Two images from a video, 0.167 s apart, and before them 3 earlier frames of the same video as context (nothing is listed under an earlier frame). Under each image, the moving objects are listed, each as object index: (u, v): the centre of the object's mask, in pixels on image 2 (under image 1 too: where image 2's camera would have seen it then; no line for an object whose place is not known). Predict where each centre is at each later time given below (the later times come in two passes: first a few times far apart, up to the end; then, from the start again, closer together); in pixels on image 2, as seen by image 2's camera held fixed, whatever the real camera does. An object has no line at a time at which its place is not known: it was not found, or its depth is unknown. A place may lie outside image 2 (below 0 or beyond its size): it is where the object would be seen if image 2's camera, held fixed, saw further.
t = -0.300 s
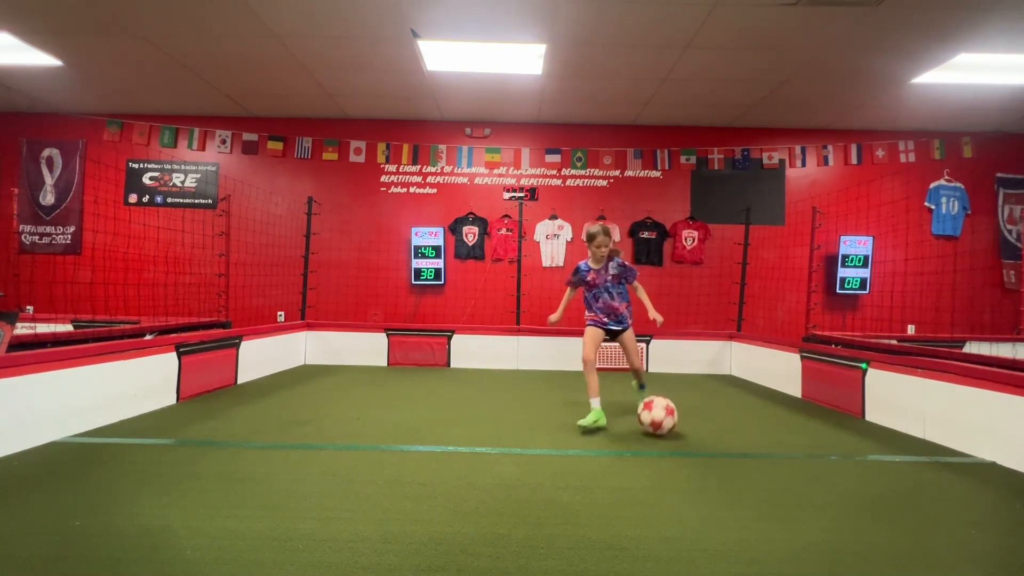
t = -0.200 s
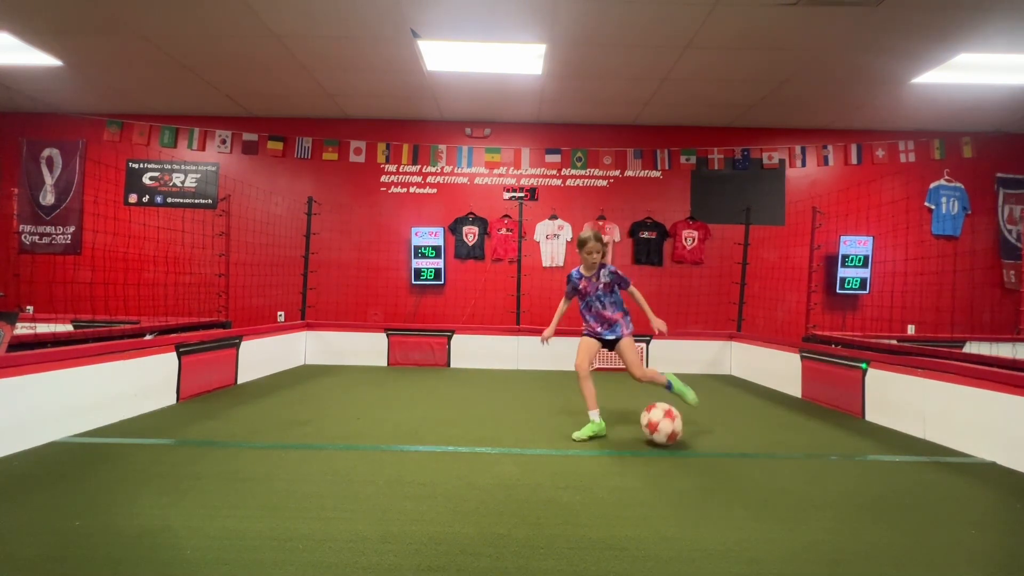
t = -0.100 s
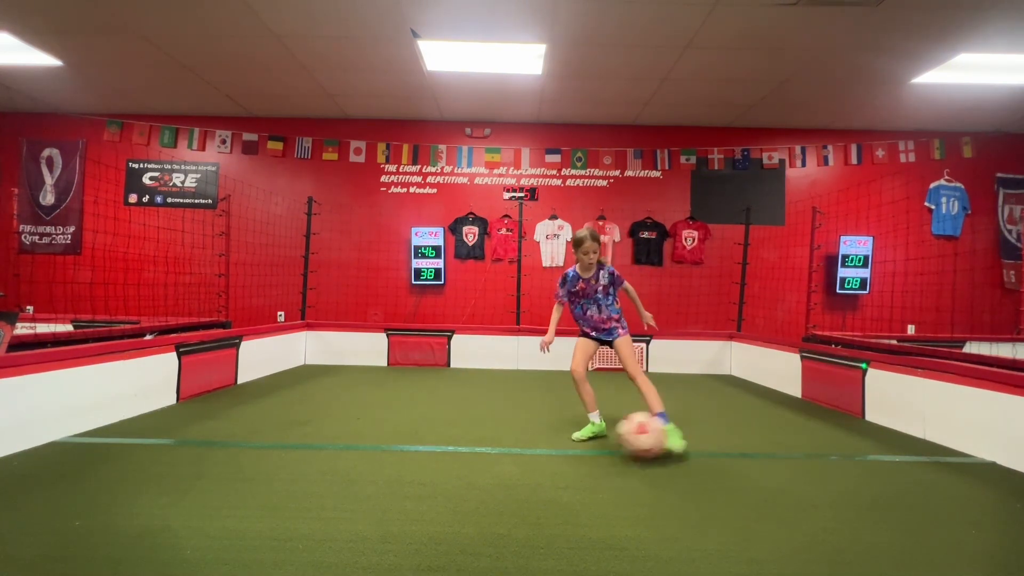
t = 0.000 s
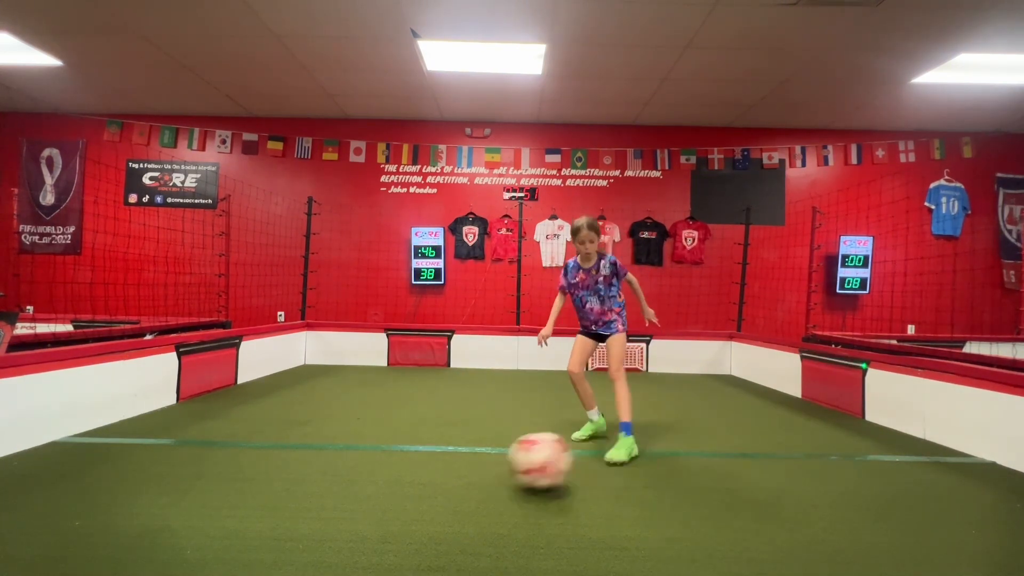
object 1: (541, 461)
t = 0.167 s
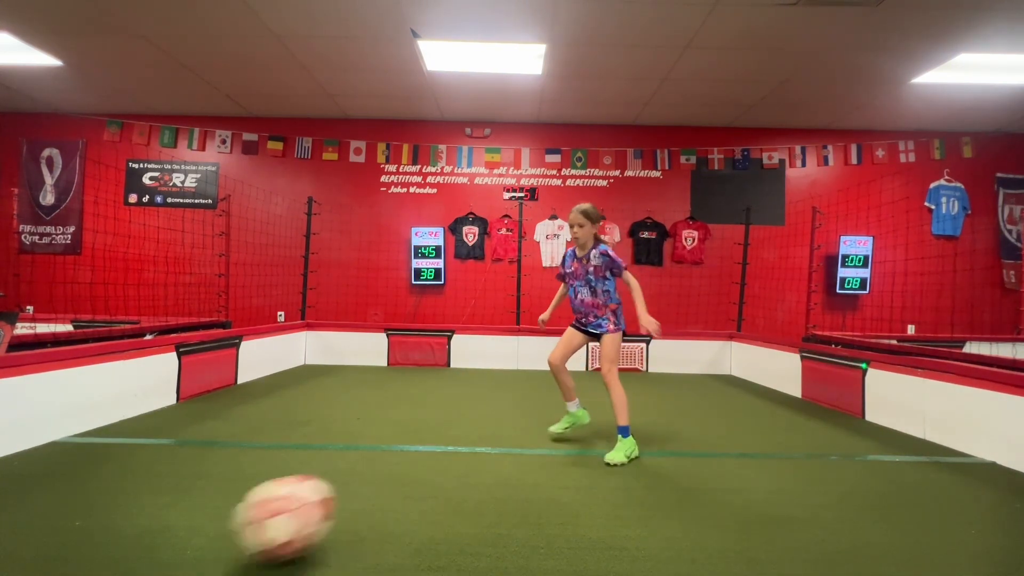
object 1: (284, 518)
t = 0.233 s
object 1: (132, 546)
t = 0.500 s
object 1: (306, 506)
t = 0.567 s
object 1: (361, 492)
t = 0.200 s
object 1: (211, 535)
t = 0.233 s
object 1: (132, 546)
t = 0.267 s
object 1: (58, 552)
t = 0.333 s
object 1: (90, 546)
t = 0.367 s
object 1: (146, 540)
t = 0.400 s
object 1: (196, 537)
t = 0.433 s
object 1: (237, 524)
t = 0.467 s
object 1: (273, 512)
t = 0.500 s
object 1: (306, 506)
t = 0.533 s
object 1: (336, 501)
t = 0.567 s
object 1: (361, 492)
